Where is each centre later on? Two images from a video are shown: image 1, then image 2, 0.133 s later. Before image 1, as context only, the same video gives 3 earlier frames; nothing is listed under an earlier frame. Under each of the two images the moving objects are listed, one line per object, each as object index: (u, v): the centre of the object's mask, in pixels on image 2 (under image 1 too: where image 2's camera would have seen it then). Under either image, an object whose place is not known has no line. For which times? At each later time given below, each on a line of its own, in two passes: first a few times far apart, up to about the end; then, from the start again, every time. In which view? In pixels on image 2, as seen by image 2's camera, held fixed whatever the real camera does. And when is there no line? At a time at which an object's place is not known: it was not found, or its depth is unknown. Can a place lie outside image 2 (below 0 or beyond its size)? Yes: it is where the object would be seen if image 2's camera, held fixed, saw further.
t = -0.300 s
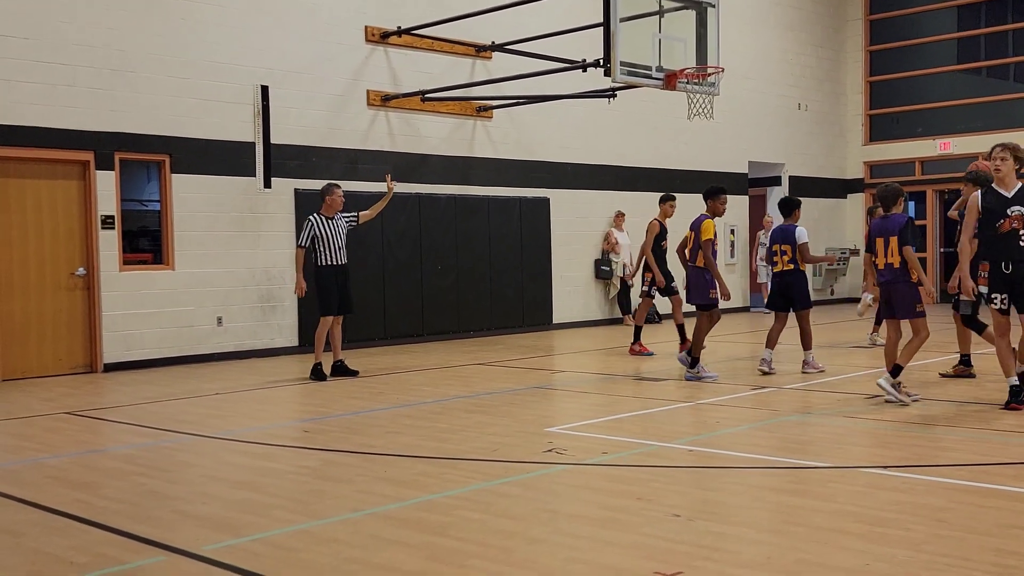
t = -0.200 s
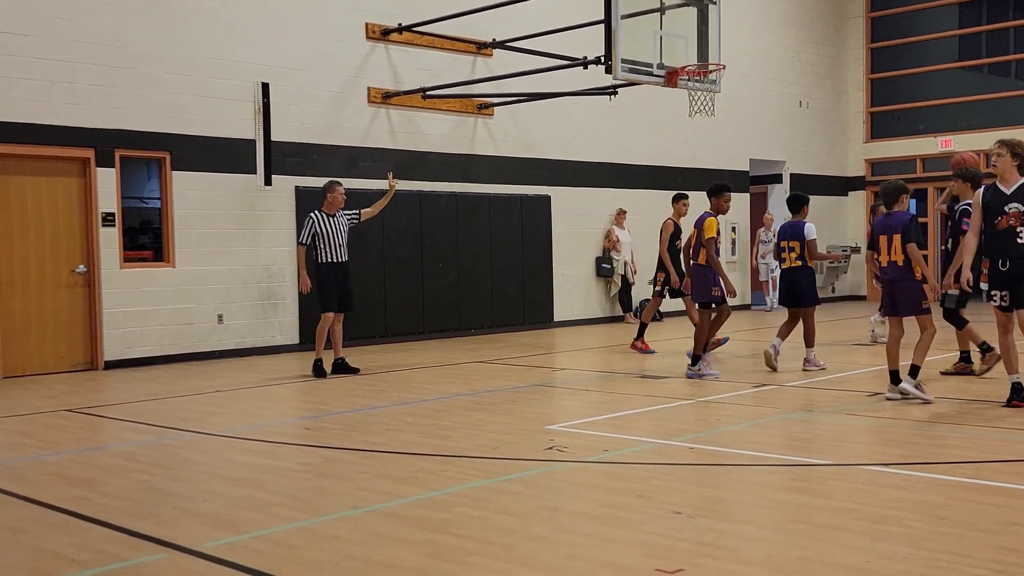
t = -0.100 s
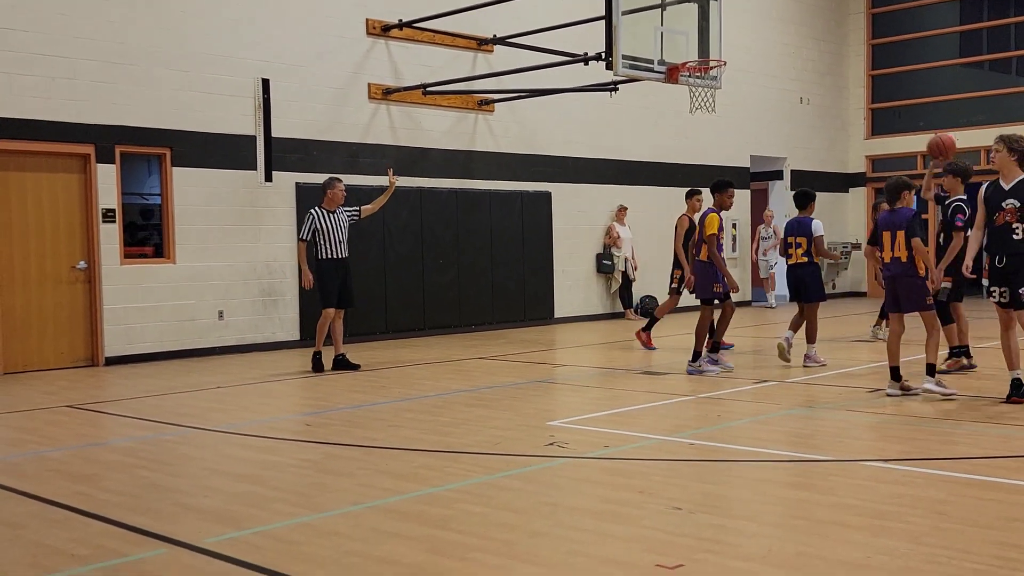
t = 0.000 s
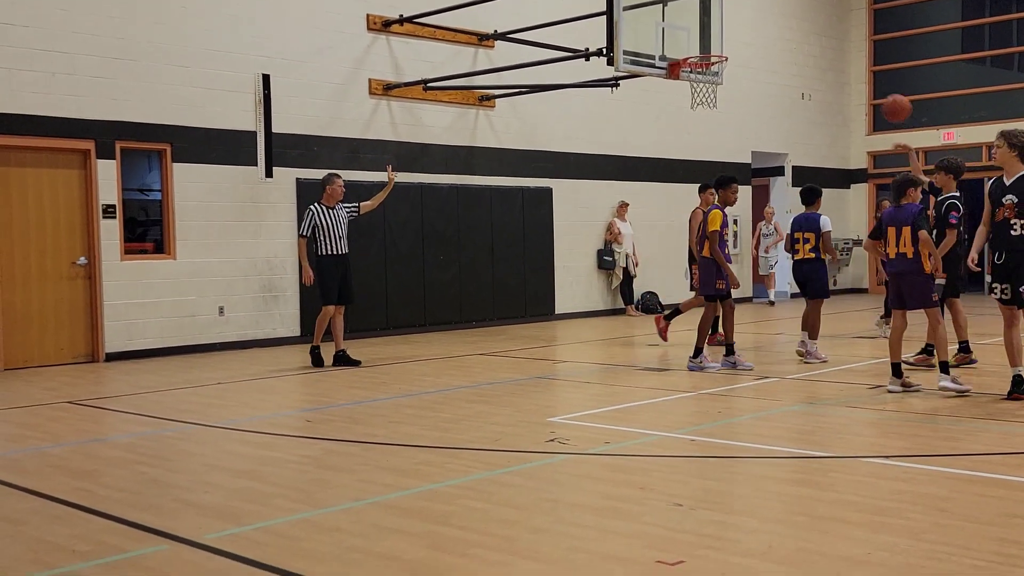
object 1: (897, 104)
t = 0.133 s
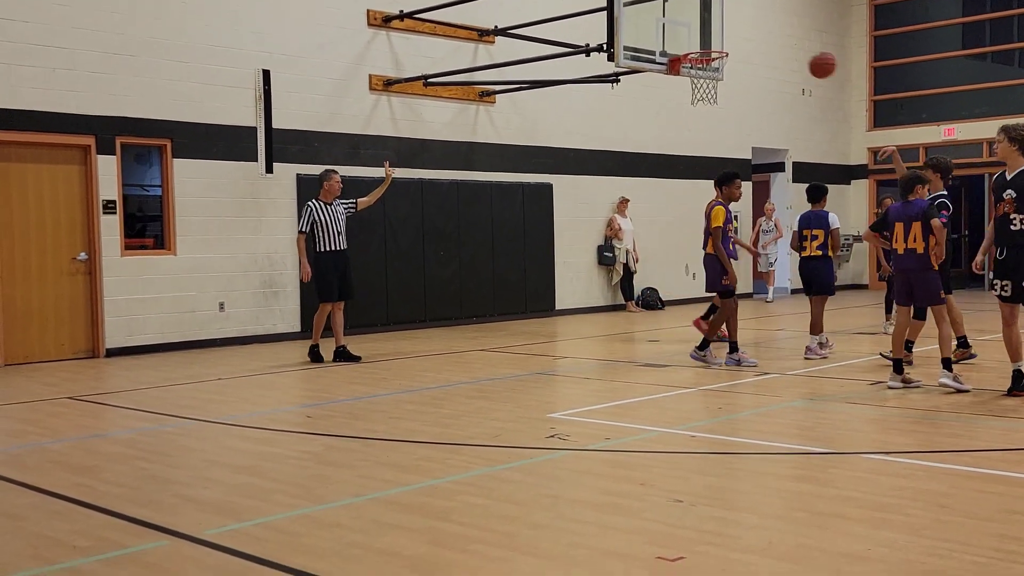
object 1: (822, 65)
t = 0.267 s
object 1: (751, 46)
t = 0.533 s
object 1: (615, 69)
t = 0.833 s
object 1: (477, 181)
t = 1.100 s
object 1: (368, 349)
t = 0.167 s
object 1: (804, 58)
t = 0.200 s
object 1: (786, 53)
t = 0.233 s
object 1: (768, 49)
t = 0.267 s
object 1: (751, 46)
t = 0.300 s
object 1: (733, 45)
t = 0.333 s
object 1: (716, 45)
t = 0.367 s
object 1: (699, 46)
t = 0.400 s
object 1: (681, 48)
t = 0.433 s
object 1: (665, 52)
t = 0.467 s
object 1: (648, 56)
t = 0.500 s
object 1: (632, 62)
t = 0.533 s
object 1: (615, 69)
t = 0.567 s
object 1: (600, 77)
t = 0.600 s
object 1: (584, 86)
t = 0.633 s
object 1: (568, 97)
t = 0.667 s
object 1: (553, 108)
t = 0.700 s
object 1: (537, 121)
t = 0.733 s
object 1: (522, 135)
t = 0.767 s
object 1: (507, 150)
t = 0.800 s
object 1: (493, 163)
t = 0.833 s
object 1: (477, 181)
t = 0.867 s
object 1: (464, 199)
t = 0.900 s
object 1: (450, 217)
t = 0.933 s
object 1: (436, 237)
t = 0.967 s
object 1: (422, 258)
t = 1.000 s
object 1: (408, 279)
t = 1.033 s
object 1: (395, 301)
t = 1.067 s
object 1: (382, 323)
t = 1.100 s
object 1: (368, 349)
